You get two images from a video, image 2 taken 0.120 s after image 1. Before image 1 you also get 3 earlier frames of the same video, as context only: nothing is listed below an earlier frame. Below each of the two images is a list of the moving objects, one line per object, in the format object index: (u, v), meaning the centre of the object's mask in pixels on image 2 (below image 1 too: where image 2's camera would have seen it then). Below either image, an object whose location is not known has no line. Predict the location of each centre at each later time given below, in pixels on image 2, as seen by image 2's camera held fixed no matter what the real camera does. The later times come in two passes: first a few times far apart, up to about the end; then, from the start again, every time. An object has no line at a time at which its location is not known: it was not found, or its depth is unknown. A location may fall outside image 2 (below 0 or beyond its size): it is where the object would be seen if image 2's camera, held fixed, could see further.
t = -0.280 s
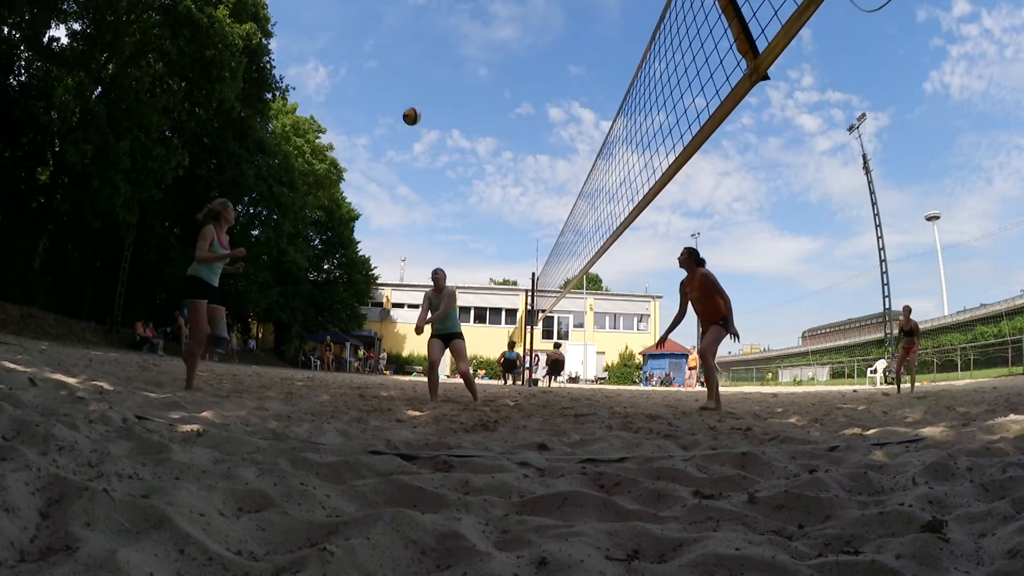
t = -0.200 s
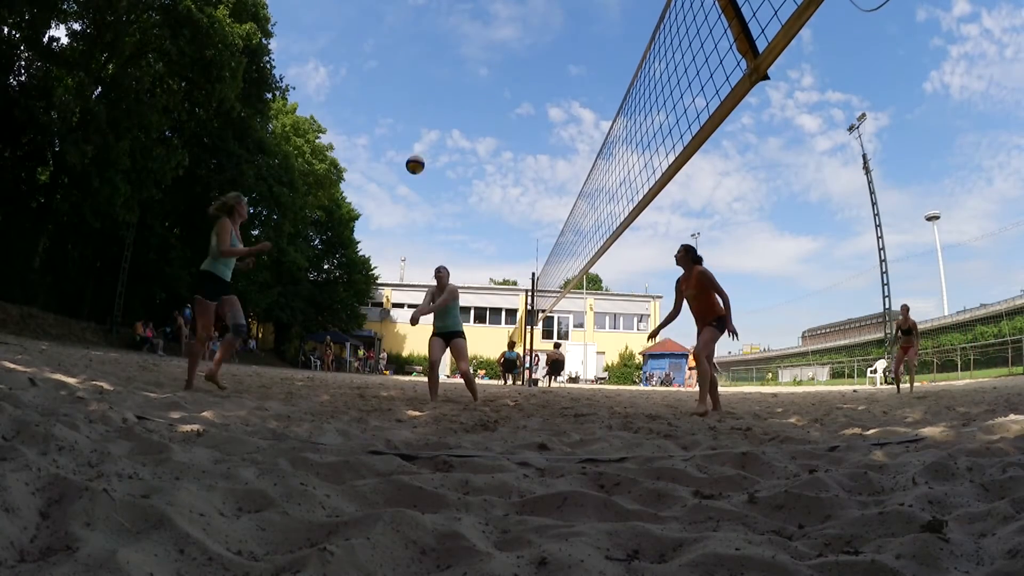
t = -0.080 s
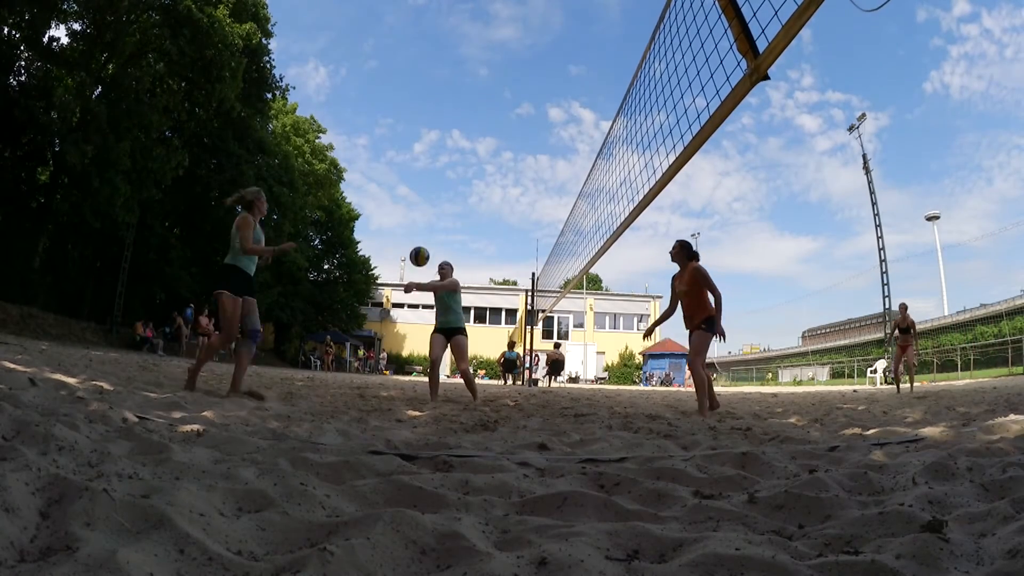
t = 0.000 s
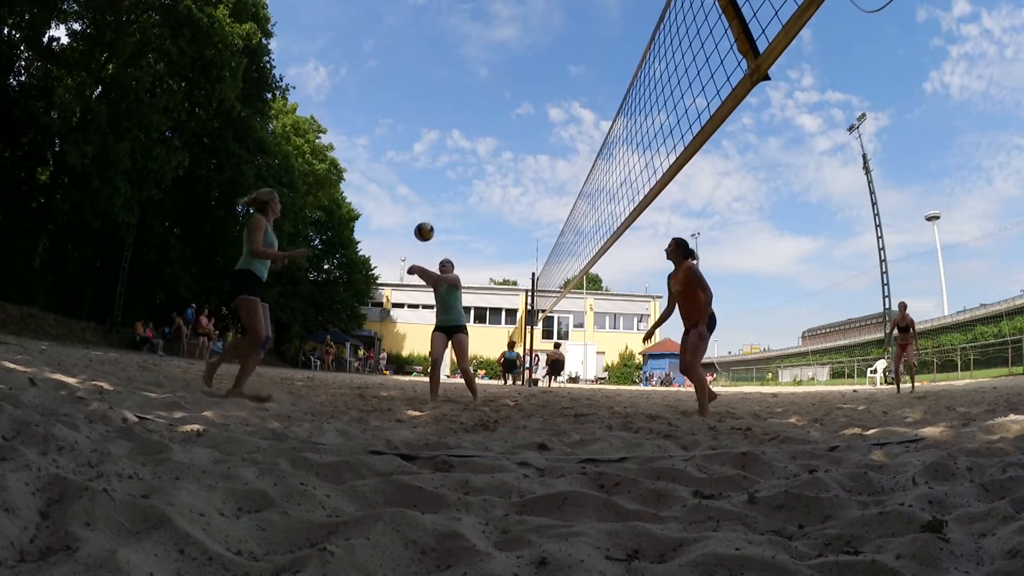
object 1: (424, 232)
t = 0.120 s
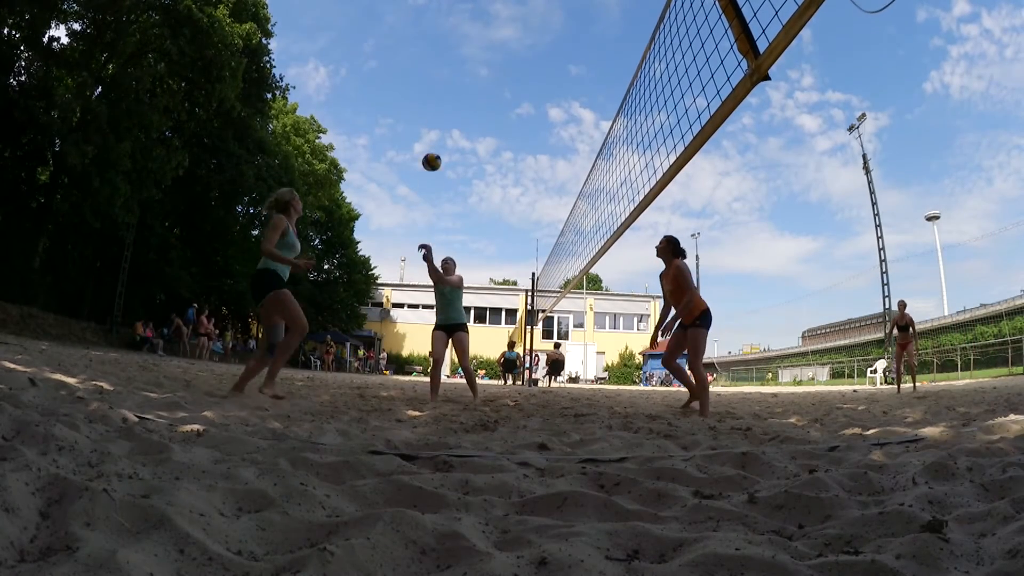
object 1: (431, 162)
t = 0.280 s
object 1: (440, 96)
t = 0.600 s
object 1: (447, 31)
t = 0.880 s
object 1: (445, 28)
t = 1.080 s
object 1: (436, 56)
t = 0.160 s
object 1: (434, 143)
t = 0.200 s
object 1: (436, 125)
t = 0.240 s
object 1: (438, 110)
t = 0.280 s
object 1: (440, 96)
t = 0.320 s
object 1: (441, 84)
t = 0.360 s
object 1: (442, 73)
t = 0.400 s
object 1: (444, 63)
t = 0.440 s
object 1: (445, 55)
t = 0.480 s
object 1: (446, 47)
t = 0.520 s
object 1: (446, 41)
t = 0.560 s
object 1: (447, 36)
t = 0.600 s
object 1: (447, 31)
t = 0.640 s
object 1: (447, 28)
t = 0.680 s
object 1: (447, 26)
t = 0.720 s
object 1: (447, 24)
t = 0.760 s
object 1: (447, 24)
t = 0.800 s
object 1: (446, 24)
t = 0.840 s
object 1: (445, 25)
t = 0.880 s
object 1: (445, 28)
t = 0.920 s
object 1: (443, 31)
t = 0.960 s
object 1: (442, 35)
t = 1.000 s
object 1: (440, 41)
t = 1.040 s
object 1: (438, 48)
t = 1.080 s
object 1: (436, 56)
